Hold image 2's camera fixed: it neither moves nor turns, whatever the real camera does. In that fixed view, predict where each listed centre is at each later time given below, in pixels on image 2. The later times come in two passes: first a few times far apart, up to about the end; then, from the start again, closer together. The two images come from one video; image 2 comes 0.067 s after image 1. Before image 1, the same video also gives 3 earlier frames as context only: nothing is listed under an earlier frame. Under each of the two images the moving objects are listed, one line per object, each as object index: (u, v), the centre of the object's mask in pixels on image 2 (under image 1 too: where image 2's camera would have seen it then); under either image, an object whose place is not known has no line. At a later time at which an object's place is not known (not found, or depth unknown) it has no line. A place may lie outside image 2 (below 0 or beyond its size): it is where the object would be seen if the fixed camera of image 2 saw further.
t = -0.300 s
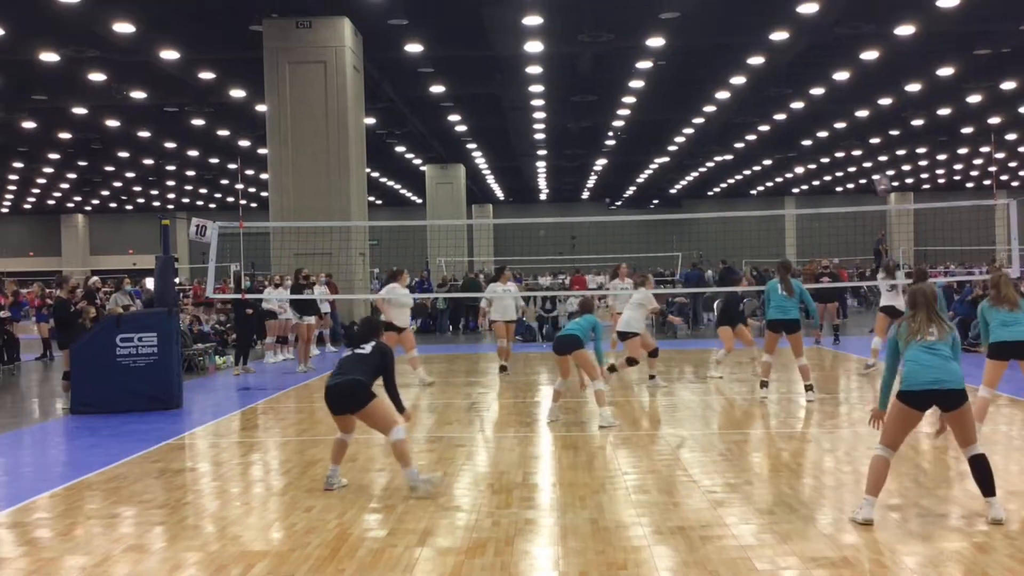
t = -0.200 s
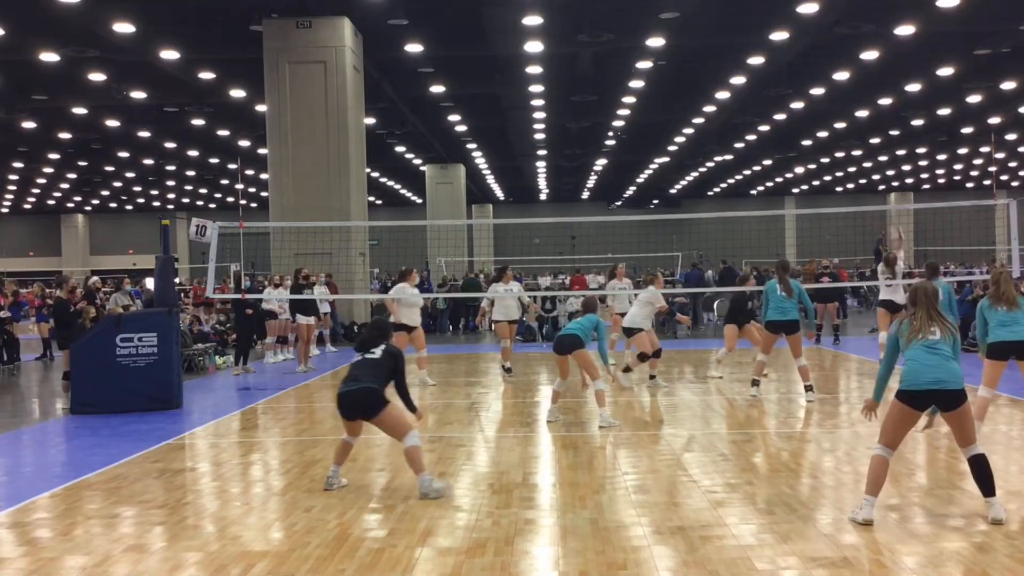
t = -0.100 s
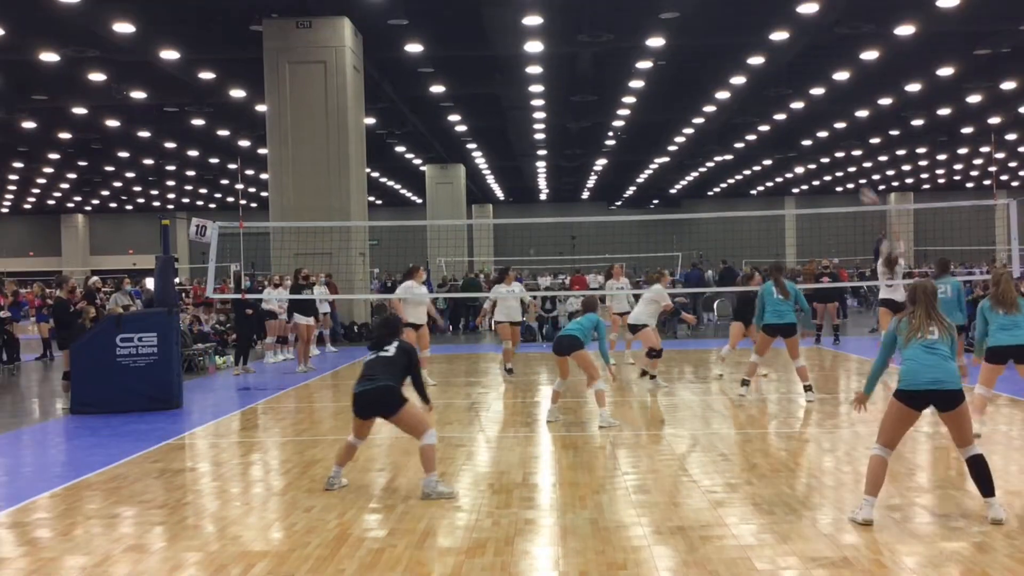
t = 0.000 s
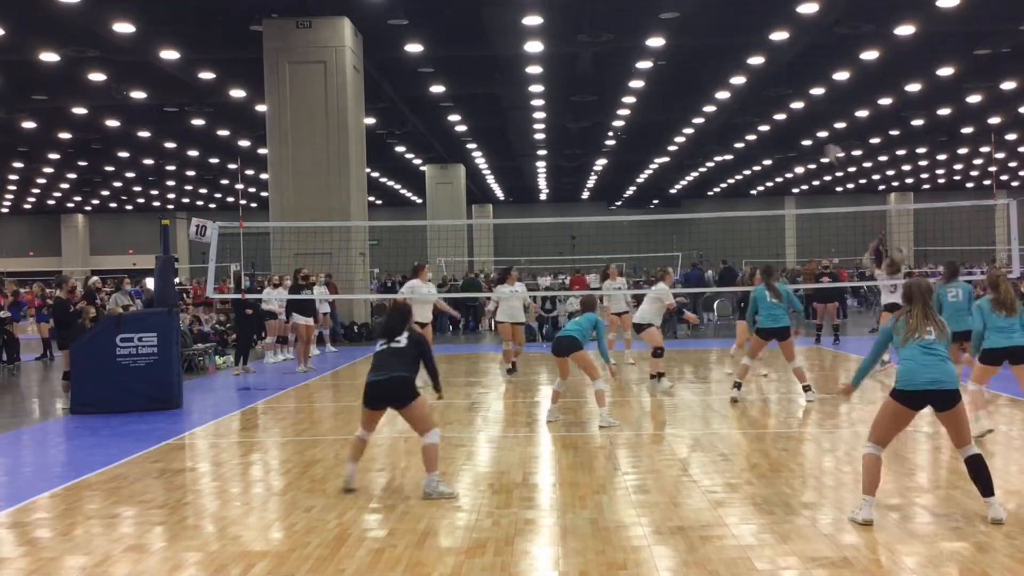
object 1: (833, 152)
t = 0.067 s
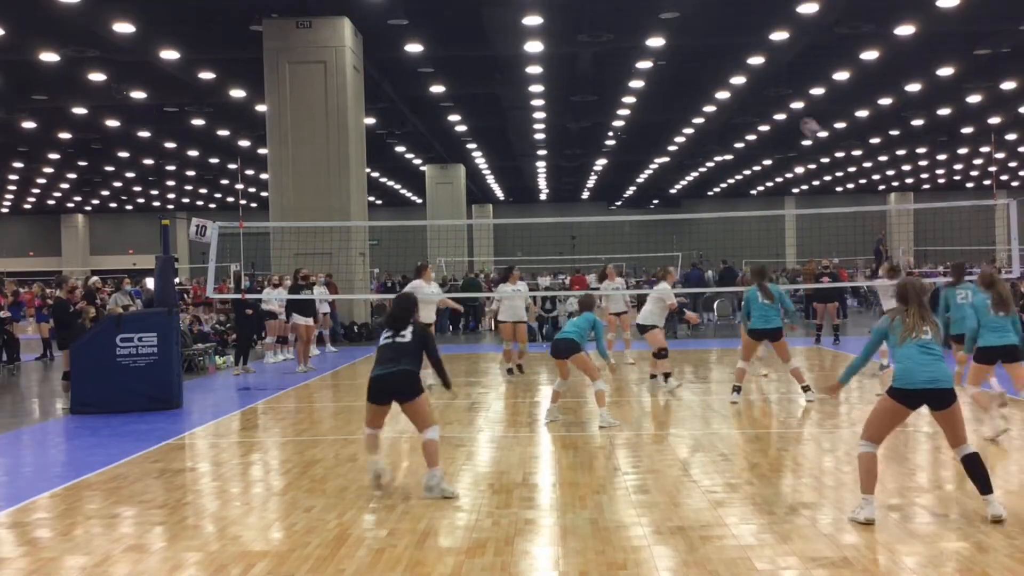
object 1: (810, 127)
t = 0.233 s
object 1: (747, 73)
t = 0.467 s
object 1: (643, 30)
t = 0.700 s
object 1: (519, 34)
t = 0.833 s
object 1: (442, 60)
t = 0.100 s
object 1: (800, 117)
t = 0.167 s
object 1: (773, 94)
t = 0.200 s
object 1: (761, 84)
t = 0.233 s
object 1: (747, 73)
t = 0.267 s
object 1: (732, 65)
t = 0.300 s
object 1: (719, 58)
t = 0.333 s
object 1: (704, 51)
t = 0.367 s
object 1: (690, 45)
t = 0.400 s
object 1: (675, 39)
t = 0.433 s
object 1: (660, 33)
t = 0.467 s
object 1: (643, 30)
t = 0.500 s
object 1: (627, 28)
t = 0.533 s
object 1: (610, 27)
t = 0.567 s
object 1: (593, 26)
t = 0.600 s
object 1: (576, 26)
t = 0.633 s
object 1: (559, 27)
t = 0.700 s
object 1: (519, 34)
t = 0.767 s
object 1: (482, 45)
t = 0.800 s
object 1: (462, 52)
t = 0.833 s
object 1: (442, 60)
